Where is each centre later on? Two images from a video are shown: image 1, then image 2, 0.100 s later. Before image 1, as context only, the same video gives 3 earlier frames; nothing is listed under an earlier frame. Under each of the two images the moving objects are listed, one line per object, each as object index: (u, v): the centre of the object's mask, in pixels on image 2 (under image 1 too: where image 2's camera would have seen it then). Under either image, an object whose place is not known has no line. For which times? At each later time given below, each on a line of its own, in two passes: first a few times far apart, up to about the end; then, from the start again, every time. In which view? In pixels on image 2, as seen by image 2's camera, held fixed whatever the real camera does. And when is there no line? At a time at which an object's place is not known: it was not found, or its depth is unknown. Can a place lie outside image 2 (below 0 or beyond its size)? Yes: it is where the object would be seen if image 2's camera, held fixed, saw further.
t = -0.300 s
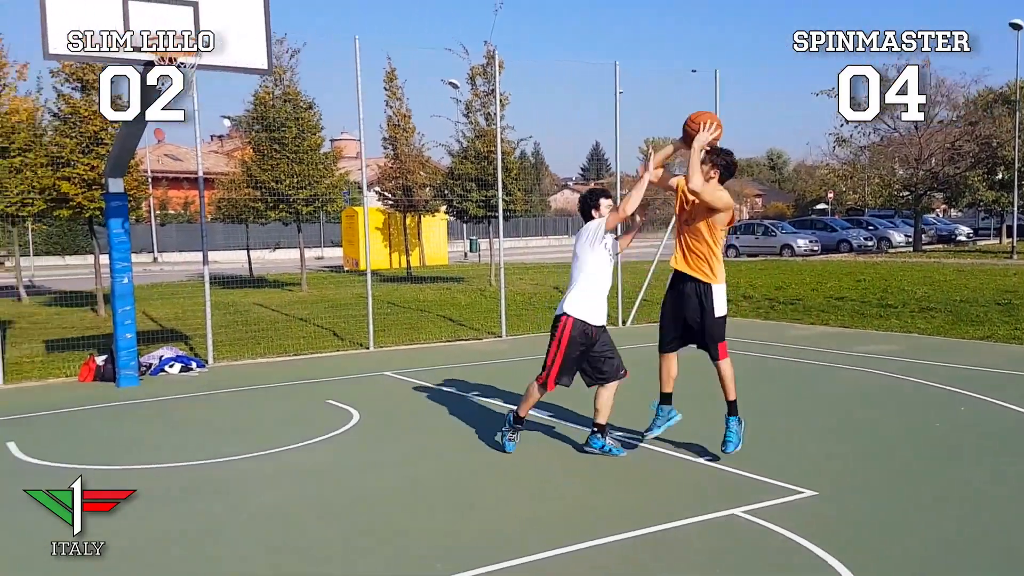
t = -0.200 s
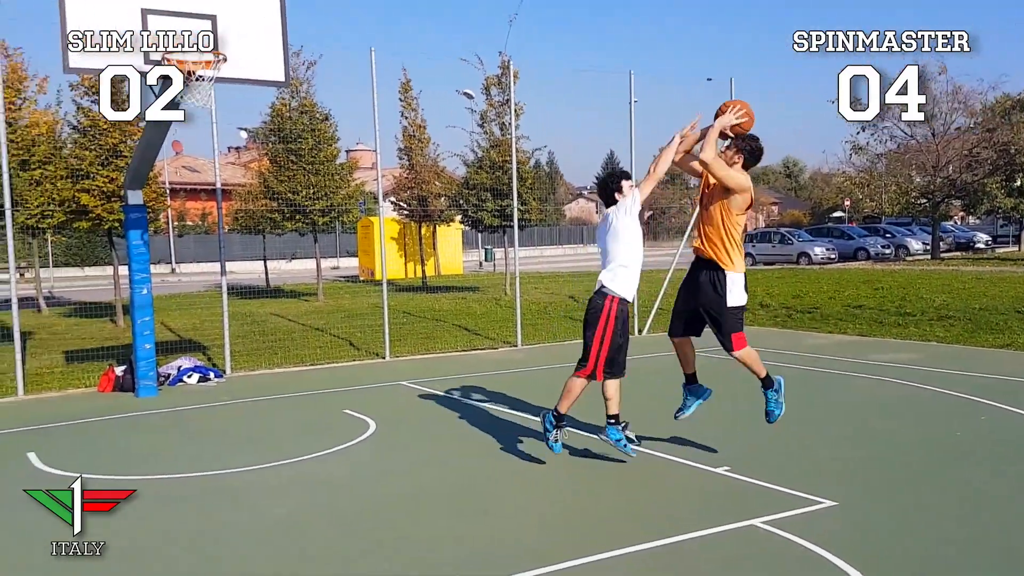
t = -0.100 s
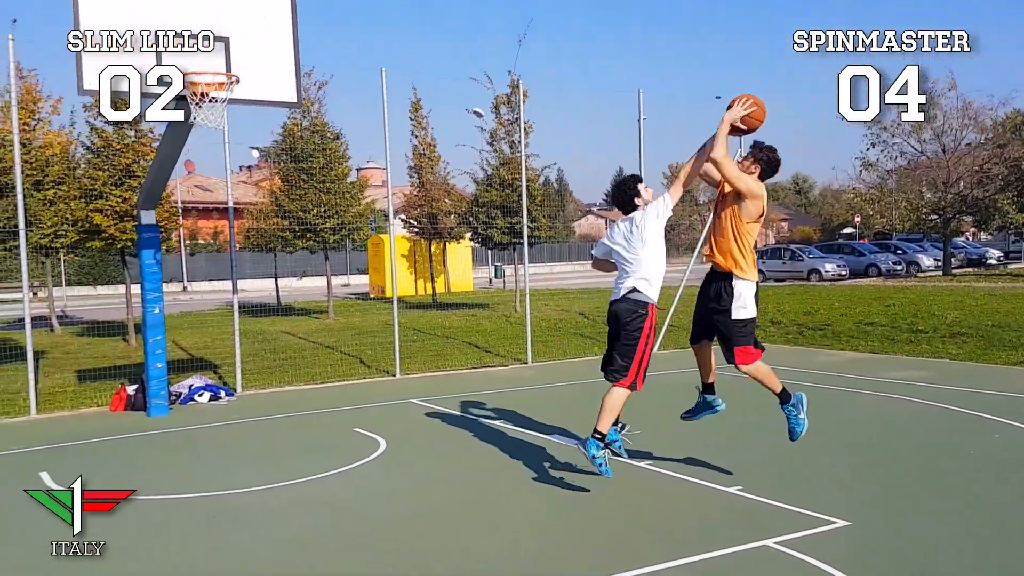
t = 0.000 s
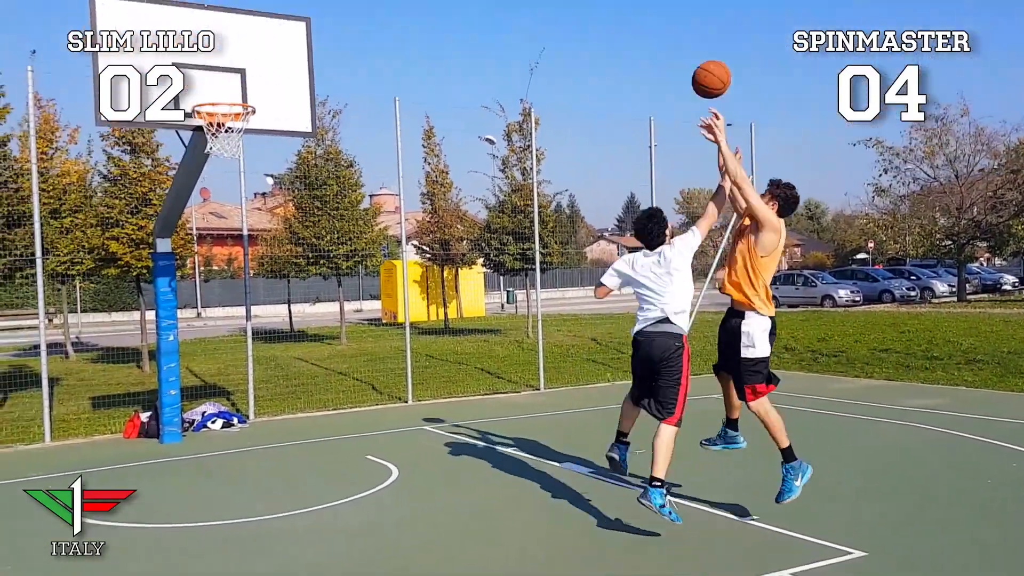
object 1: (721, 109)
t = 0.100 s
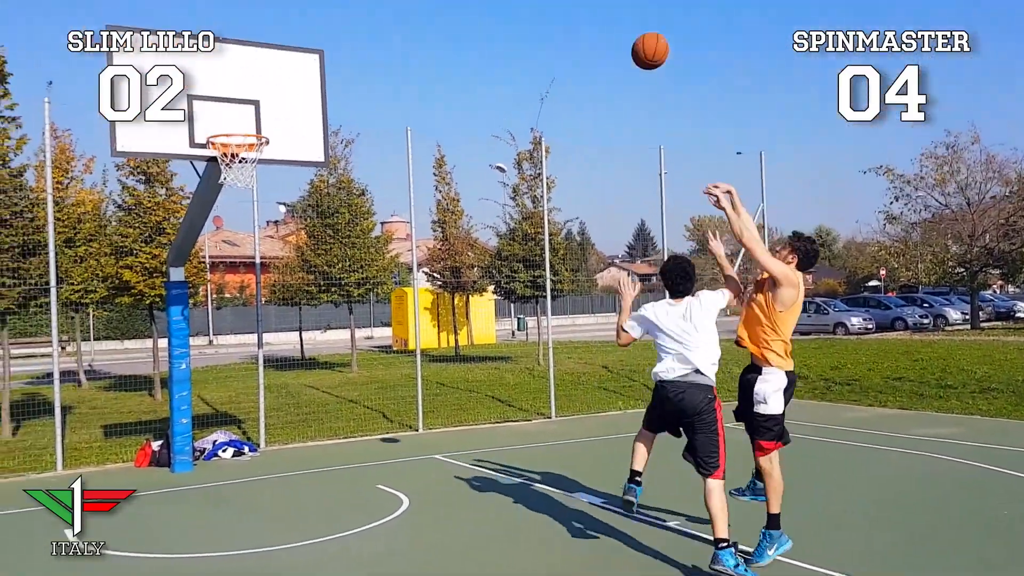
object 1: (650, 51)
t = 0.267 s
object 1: (542, -7)
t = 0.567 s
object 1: (376, -10)
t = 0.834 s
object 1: (252, 78)
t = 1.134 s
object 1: (184, 71)
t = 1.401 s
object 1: (173, 55)
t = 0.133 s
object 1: (628, 35)
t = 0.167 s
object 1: (605, 22)
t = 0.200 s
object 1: (584, 11)
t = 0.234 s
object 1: (563, 1)
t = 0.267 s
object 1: (542, -7)
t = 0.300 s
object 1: (523, -13)
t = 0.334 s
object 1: (503, -18)
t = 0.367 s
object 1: (484, -21)
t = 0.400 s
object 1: (465, -22)
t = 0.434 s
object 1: (446, -23)
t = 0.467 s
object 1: (428, -22)
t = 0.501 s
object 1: (411, -19)
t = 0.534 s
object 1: (393, -15)
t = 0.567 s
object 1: (376, -10)
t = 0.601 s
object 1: (360, -3)
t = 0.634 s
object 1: (343, 5)
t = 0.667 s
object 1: (327, 14)
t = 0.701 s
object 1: (312, 24)
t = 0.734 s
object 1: (297, 36)
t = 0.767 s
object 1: (281, 49)
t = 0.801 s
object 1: (267, 62)
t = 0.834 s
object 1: (252, 78)
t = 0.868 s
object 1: (238, 94)
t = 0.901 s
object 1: (224, 111)
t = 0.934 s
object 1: (210, 128)
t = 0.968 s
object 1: (205, 119)
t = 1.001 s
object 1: (198, 107)
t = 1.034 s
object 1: (192, 97)
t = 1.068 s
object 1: (188, 88)
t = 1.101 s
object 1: (186, 79)
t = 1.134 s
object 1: (184, 71)
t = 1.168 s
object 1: (183, 64)
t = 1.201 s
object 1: (181, 58)
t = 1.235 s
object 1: (180, 54)
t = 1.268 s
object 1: (178, 51)
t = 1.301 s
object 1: (177, 50)
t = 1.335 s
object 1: (175, 50)
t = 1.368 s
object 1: (174, 52)
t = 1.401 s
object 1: (173, 55)
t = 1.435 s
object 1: (172, 59)
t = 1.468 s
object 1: (171, 65)
